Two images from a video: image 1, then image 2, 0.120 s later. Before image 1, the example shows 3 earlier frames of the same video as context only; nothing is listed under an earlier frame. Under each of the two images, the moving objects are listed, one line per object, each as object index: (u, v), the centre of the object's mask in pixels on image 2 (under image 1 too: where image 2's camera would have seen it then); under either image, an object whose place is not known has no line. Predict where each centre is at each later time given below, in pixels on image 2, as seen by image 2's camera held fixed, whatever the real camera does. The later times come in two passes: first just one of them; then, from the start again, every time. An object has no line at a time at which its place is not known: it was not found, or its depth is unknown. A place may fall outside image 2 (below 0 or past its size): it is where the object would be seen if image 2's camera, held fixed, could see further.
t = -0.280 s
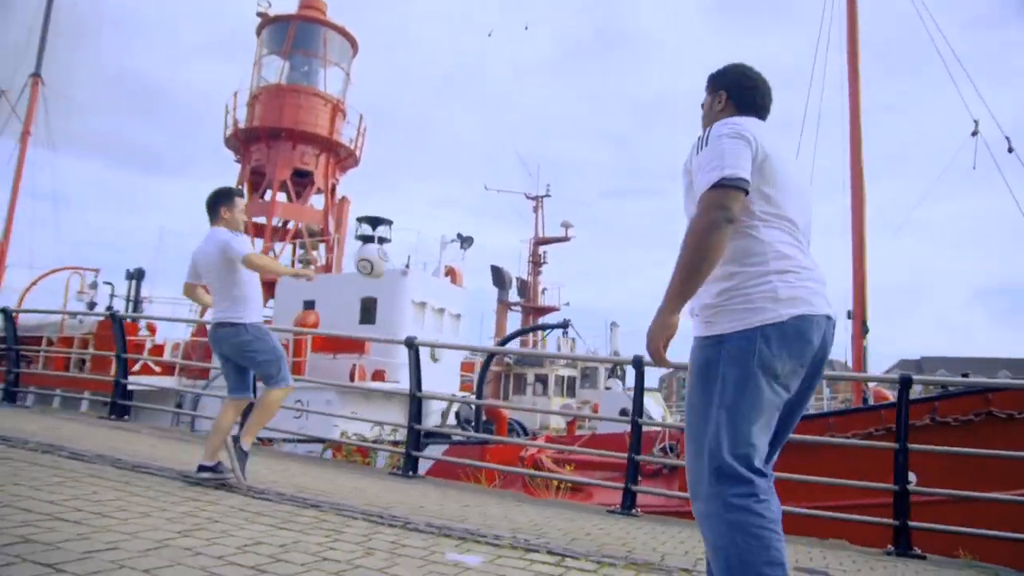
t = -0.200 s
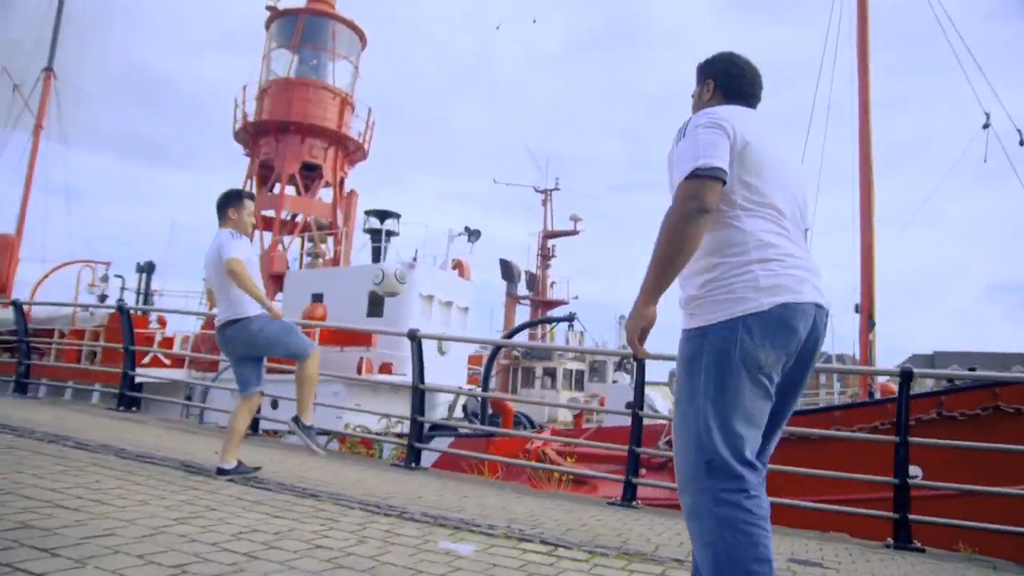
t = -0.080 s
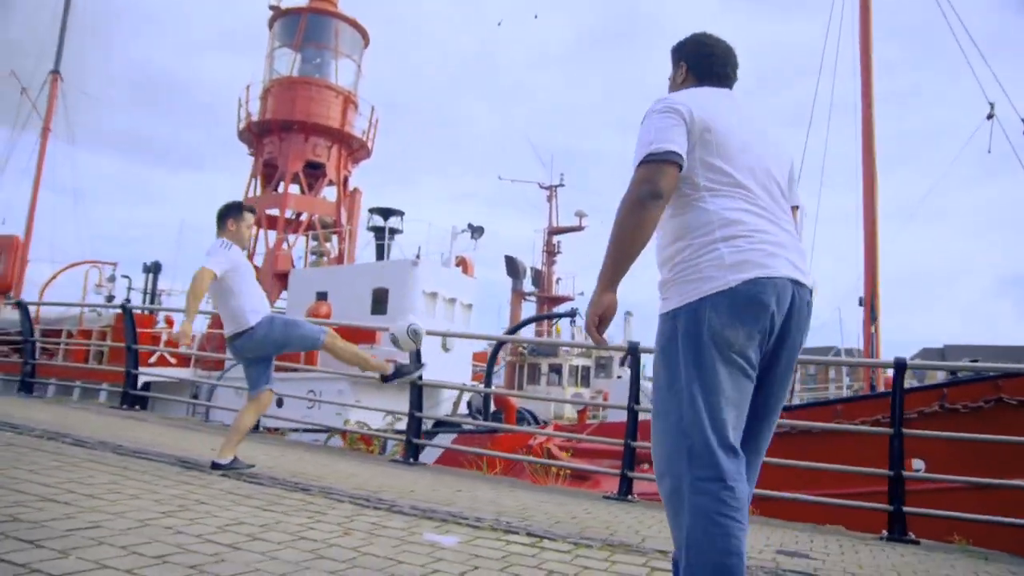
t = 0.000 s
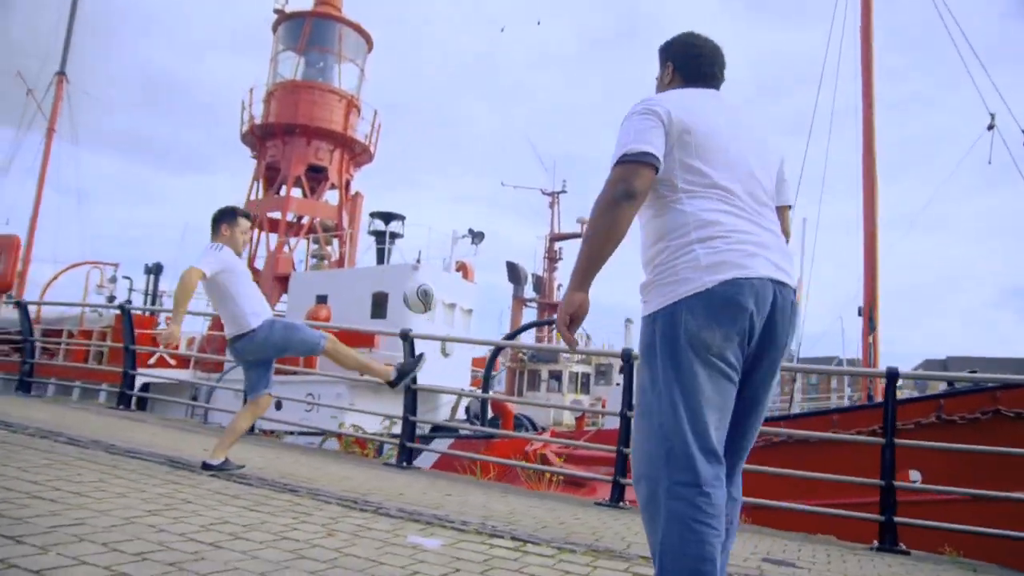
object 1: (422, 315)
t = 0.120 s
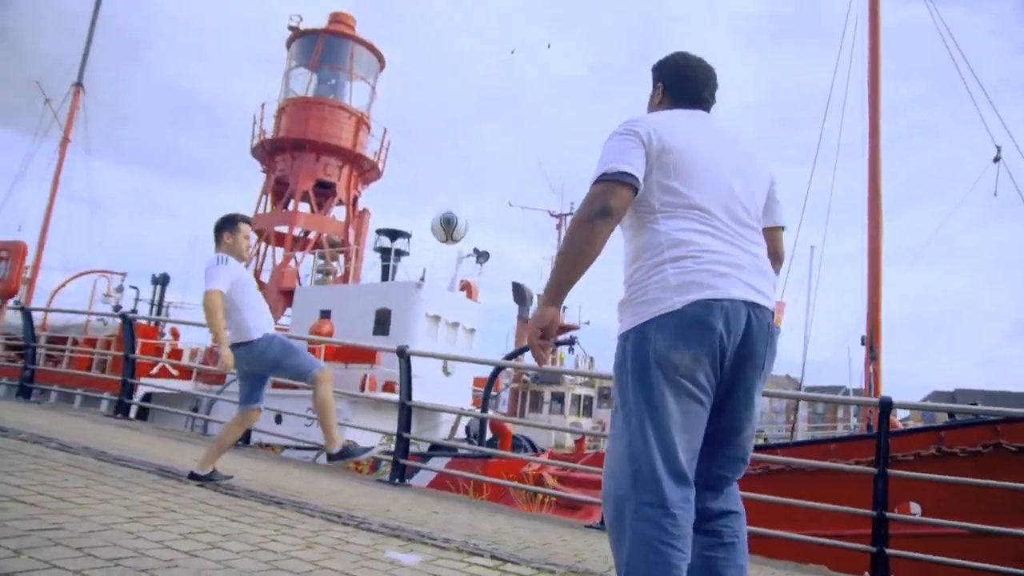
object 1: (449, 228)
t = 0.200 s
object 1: (466, 181)
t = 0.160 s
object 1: (457, 203)
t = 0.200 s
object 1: (466, 181)
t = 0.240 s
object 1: (474, 160)
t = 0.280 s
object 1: (483, 142)
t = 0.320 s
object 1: (492, 125)
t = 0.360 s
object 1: (500, 112)
